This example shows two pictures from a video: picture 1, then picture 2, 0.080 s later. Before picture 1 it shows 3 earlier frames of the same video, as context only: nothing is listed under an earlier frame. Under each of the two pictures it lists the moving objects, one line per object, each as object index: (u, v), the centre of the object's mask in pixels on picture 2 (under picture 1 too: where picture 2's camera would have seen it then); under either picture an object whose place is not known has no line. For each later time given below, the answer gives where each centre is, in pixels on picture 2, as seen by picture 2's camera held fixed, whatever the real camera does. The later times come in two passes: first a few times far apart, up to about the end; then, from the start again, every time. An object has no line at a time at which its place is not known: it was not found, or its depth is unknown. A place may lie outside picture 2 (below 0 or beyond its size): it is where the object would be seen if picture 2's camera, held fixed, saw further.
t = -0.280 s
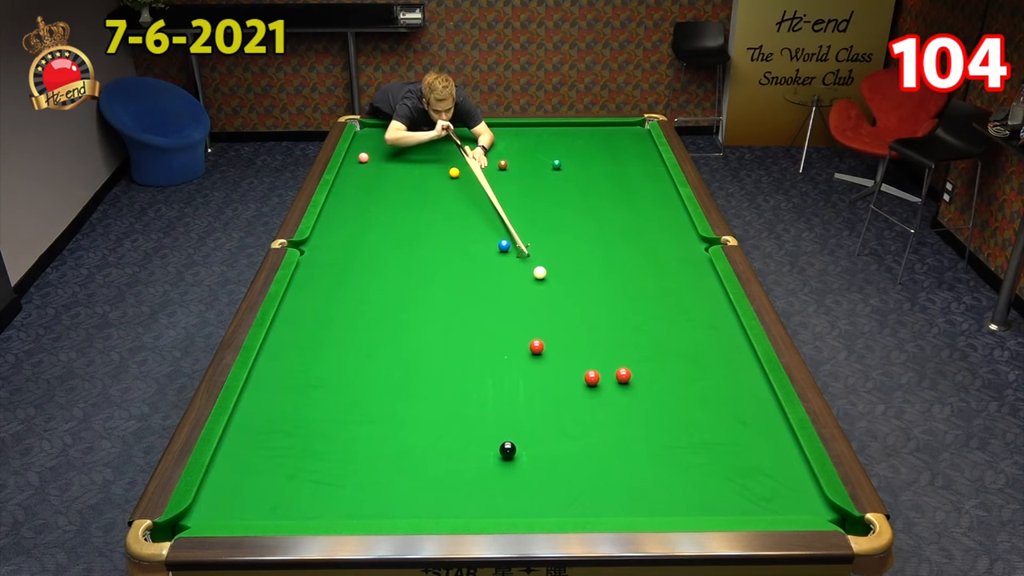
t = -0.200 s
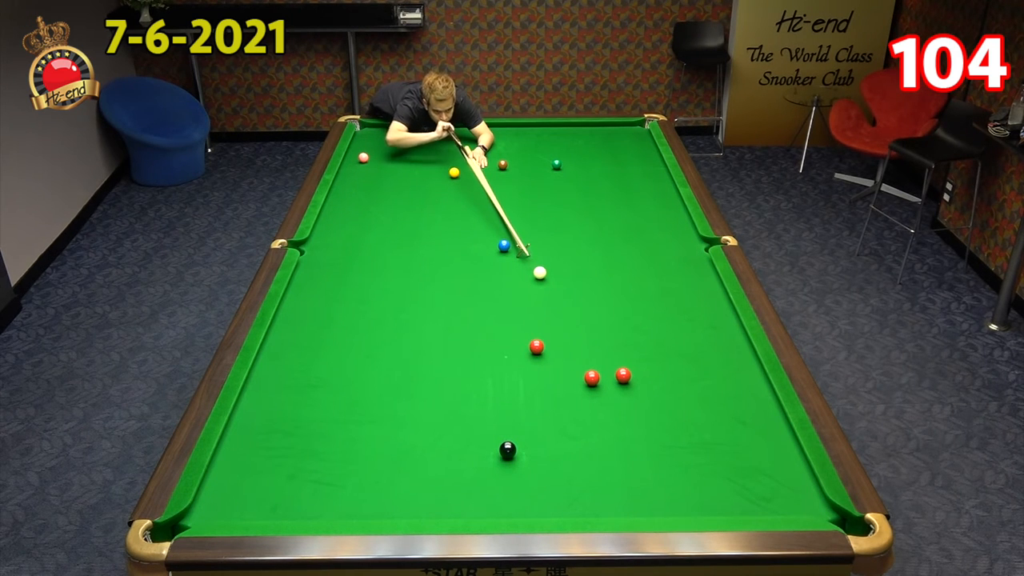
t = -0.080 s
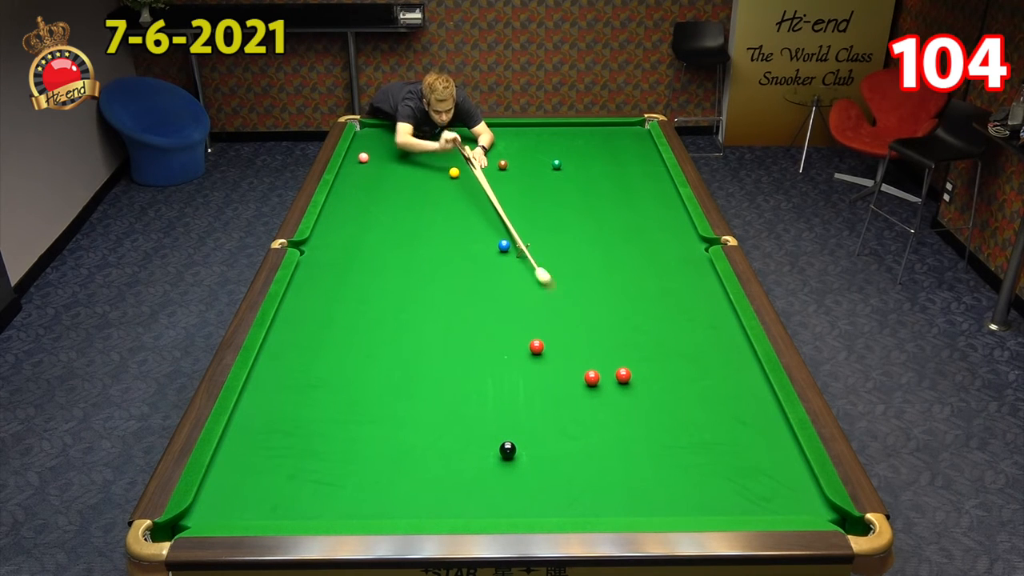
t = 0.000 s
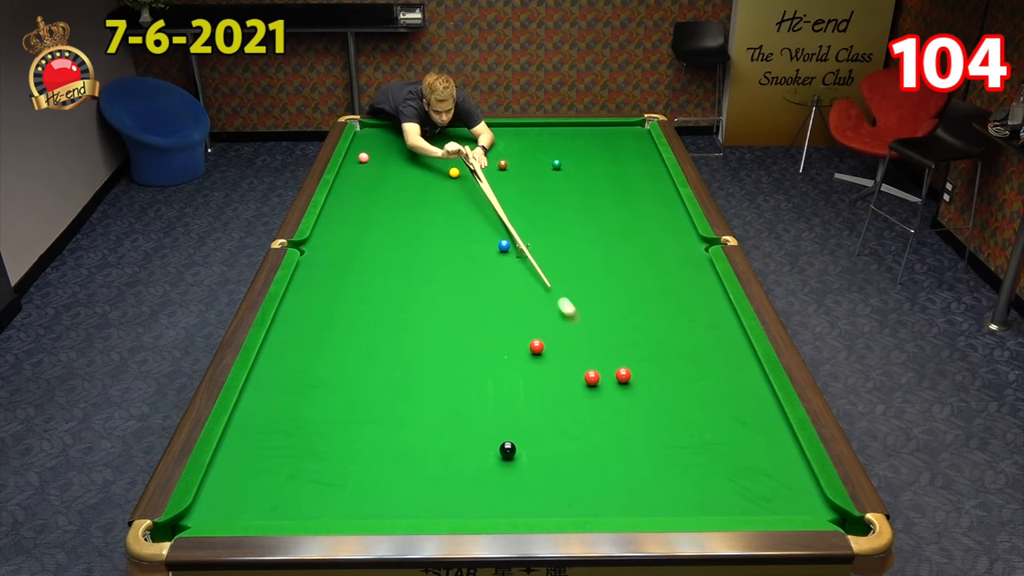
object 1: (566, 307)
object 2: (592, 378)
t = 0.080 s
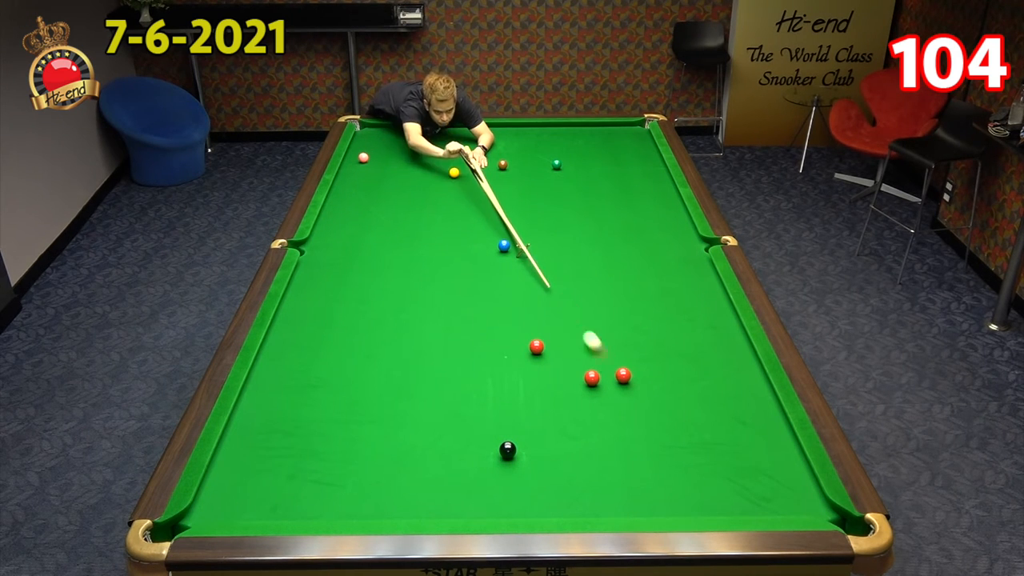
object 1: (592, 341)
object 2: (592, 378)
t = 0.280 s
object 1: (606, 377)
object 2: (576, 384)
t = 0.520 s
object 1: (609, 386)
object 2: (544, 398)
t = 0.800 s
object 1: (611, 398)
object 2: (508, 413)
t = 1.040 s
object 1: (613, 407)
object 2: (477, 427)
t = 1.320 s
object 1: (615, 417)
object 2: (441, 442)
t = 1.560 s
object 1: (616, 425)
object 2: (410, 456)
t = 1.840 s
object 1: (616, 433)
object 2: (374, 471)
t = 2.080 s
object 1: (617, 440)
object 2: (344, 484)
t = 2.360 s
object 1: (616, 446)
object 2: (308, 500)
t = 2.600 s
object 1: (616, 450)
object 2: (279, 511)
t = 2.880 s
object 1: (616, 454)
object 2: (252, 513)
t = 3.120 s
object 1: (616, 457)
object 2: (235, 509)
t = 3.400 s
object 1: (616, 459)
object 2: (217, 504)
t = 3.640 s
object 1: (615, 460)
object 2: (204, 499)
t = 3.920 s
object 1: (615, 460)
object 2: (211, 496)
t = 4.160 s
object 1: (615, 460)
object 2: (218, 494)
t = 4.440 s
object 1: (615, 460)
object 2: (225, 492)
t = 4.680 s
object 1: (615, 460)
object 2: (228, 492)
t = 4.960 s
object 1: (615, 460)
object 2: (231, 491)
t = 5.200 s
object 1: (615, 460)
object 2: (231, 491)
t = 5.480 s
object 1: (615, 460)
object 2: (231, 491)
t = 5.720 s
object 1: (615, 460)
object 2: (231, 491)
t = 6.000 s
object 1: (615, 460)
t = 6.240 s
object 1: (615, 460)
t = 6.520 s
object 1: (615, 460)
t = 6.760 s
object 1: (615, 460)
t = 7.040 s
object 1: (615, 460)
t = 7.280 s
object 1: (615, 460)
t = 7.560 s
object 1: (615, 460)
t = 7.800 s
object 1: (615, 460)
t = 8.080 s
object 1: (615, 460)
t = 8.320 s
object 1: (615, 460)
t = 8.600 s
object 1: (615, 460)
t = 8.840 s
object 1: (615, 460)
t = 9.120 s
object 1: (615, 460)
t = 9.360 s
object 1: (615, 460)
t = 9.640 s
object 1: (615, 460)
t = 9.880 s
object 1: (615, 460)
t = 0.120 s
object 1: (605, 359)
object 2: (592, 377)
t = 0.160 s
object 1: (609, 370)
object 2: (592, 378)
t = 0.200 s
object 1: (605, 373)
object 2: (589, 379)
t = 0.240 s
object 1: (605, 375)
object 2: (582, 382)
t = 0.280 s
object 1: (606, 377)
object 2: (576, 384)
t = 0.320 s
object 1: (606, 378)
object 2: (570, 387)
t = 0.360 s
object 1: (607, 380)
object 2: (565, 389)
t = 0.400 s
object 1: (607, 381)
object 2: (560, 391)
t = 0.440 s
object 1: (608, 383)
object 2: (555, 393)
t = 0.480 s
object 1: (608, 385)
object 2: (549, 395)
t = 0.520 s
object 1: (609, 386)
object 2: (544, 398)
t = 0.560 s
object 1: (609, 388)
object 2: (539, 400)
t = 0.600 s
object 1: (609, 390)
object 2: (534, 402)
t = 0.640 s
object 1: (610, 392)
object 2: (529, 404)
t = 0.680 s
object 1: (610, 393)
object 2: (524, 407)
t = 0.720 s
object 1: (611, 395)
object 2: (519, 409)
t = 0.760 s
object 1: (611, 396)
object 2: (514, 411)
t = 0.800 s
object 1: (611, 398)
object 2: (508, 413)
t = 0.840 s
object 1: (612, 399)
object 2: (503, 416)
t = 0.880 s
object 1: (612, 401)
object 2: (498, 418)
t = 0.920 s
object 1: (612, 403)
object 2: (493, 420)
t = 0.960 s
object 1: (613, 404)
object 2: (488, 422)
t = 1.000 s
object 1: (613, 406)
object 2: (483, 424)
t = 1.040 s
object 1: (613, 407)
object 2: (477, 427)
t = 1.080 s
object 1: (613, 409)
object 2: (472, 429)
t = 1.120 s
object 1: (613, 410)
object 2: (467, 431)
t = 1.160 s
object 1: (614, 411)
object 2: (462, 433)
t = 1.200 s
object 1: (614, 413)
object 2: (457, 436)
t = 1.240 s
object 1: (614, 414)
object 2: (451, 438)
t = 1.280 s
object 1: (614, 416)
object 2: (446, 440)
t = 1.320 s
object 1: (615, 417)
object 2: (441, 442)
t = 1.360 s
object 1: (615, 418)
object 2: (436, 445)
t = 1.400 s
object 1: (615, 420)
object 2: (431, 447)
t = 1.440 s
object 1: (615, 421)
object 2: (426, 449)
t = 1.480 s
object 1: (615, 423)
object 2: (420, 451)
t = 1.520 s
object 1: (615, 424)
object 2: (415, 454)
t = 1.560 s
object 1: (616, 425)
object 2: (410, 456)
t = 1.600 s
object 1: (616, 426)
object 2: (405, 458)
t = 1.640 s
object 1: (616, 427)
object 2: (400, 460)
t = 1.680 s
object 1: (616, 429)
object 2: (395, 463)
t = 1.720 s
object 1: (616, 430)
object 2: (389, 465)
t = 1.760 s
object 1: (616, 431)
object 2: (384, 467)
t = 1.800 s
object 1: (616, 432)
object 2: (379, 469)
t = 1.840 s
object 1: (616, 433)
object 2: (374, 471)
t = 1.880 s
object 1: (616, 434)
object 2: (369, 474)
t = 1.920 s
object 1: (616, 435)
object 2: (364, 476)
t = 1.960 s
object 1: (616, 436)
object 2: (359, 478)
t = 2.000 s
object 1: (616, 437)
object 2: (354, 480)
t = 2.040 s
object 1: (616, 439)
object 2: (349, 482)
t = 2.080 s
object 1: (617, 440)
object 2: (344, 484)
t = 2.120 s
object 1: (617, 440)
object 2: (338, 487)
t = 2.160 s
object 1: (617, 441)
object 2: (333, 489)
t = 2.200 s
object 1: (617, 442)
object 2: (328, 491)
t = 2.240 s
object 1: (617, 443)
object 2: (323, 493)
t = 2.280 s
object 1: (617, 444)
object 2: (318, 495)
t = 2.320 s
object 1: (617, 445)
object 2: (313, 497)
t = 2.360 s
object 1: (616, 446)
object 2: (308, 500)
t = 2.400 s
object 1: (616, 447)
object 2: (303, 502)
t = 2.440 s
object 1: (617, 447)
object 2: (298, 504)
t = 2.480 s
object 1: (616, 448)
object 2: (293, 506)
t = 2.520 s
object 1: (616, 449)
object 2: (288, 508)
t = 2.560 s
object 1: (616, 450)
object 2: (283, 510)
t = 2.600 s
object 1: (616, 450)
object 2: (279, 511)
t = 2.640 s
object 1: (616, 451)
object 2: (274, 512)
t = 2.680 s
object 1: (616, 451)
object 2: (269, 513)
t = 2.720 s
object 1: (616, 452)
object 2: (264, 514)
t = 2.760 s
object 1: (616, 453)
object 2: (261, 514)
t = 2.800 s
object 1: (616, 453)
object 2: (257, 514)
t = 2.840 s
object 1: (616, 454)
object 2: (255, 513)
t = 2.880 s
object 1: (616, 454)
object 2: (252, 513)
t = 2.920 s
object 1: (616, 455)
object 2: (249, 512)
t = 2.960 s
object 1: (616, 456)
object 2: (246, 511)
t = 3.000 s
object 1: (616, 456)
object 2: (243, 511)
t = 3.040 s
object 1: (616, 456)
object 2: (240, 511)
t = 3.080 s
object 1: (616, 457)
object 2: (238, 510)
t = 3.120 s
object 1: (616, 457)
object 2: (235, 509)
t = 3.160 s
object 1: (616, 457)
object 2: (232, 509)
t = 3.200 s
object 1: (616, 458)
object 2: (230, 508)
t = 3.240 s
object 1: (616, 458)
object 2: (227, 507)
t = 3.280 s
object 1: (616, 458)
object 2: (225, 506)
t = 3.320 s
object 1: (616, 459)
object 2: (222, 505)
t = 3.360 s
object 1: (616, 459)
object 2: (220, 505)
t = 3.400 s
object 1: (616, 459)
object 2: (217, 504)
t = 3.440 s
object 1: (615, 459)
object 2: (215, 503)
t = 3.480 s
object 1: (615, 459)
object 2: (213, 502)
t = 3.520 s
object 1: (615, 460)
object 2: (210, 502)
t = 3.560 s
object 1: (615, 460)
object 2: (208, 501)
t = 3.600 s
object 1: (615, 460)
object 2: (206, 500)
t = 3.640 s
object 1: (615, 460)
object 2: (204, 499)
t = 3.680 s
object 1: (615, 460)
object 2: (203, 499)
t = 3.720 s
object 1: (615, 460)
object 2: (204, 498)
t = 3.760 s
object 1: (615, 460)
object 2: (206, 498)
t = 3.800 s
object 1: (615, 460)
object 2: (207, 497)
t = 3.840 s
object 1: (615, 460)
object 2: (209, 497)
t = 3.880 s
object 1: (615, 460)
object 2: (210, 497)
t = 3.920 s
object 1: (615, 460)
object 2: (211, 496)
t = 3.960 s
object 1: (615, 460)
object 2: (213, 496)
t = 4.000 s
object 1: (615, 460)
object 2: (214, 495)
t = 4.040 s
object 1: (615, 460)
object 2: (215, 495)
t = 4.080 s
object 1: (615, 460)
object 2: (216, 495)
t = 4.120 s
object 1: (615, 460)
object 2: (217, 494)
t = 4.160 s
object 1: (615, 460)
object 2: (218, 494)
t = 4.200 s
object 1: (615, 460)
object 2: (219, 494)
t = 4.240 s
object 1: (615, 460)
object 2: (220, 493)
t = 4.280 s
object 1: (615, 460)
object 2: (221, 493)
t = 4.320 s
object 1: (615, 460)
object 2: (222, 493)
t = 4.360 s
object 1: (615, 460)
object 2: (223, 493)
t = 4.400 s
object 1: (615, 460)
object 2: (224, 493)
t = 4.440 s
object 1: (615, 460)
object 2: (225, 492)
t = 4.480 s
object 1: (615, 460)
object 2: (225, 492)
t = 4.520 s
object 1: (615, 460)
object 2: (226, 492)
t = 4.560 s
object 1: (615, 460)
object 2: (227, 492)
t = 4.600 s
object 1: (615, 460)
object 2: (227, 492)
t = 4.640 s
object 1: (615, 460)
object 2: (228, 492)
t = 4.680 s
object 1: (615, 460)
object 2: (228, 492)
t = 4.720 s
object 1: (615, 460)
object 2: (228, 491)
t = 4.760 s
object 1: (615, 460)
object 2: (229, 491)
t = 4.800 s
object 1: (615, 460)
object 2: (229, 491)
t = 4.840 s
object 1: (615, 460)
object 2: (229, 491)
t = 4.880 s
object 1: (615, 460)
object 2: (230, 491)
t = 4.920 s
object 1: (615, 460)
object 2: (230, 491)
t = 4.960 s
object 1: (615, 460)
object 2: (231, 491)
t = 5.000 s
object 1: (615, 460)
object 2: (231, 491)
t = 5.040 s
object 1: (615, 460)
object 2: (231, 491)
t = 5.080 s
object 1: (615, 460)
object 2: (231, 491)
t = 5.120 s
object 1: (615, 460)
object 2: (231, 491)
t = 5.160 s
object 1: (615, 460)
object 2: (231, 491)
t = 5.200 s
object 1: (615, 460)
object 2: (231, 491)
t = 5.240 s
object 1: (615, 460)
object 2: (231, 491)
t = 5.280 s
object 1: (615, 460)
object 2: (231, 491)
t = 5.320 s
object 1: (615, 460)
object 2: (231, 491)
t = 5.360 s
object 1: (615, 460)
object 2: (231, 491)
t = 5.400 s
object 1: (615, 460)
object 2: (231, 491)
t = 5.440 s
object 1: (615, 460)
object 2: (231, 491)
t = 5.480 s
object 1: (615, 460)
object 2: (231, 491)
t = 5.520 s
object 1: (615, 460)
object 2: (231, 491)
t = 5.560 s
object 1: (615, 460)
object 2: (231, 491)
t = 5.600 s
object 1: (615, 460)
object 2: (231, 491)
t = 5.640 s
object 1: (615, 460)
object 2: (231, 491)
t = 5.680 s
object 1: (615, 460)
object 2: (231, 491)
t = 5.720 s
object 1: (615, 460)
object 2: (231, 491)
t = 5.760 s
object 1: (615, 460)
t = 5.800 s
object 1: (615, 460)
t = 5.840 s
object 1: (615, 460)
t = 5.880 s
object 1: (615, 460)
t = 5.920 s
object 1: (615, 460)
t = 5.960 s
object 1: (615, 460)
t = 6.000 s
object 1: (615, 460)
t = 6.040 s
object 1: (615, 460)
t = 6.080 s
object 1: (615, 460)
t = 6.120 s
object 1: (615, 460)
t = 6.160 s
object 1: (615, 460)
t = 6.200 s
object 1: (615, 460)
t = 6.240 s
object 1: (615, 460)
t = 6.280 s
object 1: (615, 460)
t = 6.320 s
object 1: (615, 460)
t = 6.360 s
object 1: (615, 460)
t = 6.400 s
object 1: (615, 460)
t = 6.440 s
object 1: (615, 460)
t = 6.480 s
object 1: (615, 460)
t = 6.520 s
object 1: (615, 460)
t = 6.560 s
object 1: (615, 460)
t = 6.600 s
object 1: (615, 460)
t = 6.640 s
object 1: (615, 460)
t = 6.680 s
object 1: (615, 460)
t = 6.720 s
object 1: (615, 460)
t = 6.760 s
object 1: (615, 460)
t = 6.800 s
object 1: (615, 460)
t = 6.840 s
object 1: (615, 460)
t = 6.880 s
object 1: (615, 460)
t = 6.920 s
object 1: (615, 460)
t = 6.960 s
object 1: (615, 460)
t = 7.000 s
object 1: (615, 460)
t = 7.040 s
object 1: (615, 460)
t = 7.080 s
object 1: (615, 460)
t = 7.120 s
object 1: (615, 460)
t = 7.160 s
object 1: (615, 460)
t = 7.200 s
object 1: (615, 460)
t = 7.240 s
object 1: (615, 460)
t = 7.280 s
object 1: (615, 460)
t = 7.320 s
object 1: (615, 460)
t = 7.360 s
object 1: (615, 460)
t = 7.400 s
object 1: (615, 460)
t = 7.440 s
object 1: (615, 460)
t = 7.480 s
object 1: (615, 460)
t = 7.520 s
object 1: (615, 460)
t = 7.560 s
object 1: (615, 460)
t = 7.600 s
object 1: (615, 460)
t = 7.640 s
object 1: (615, 460)
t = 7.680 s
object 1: (615, 460)
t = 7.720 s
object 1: (615, 460)
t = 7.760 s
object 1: (615, 460)
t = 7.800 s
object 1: (615, 460)
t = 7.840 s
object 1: (615, 460)
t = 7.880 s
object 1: (615, 460)
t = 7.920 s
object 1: (615, 460)
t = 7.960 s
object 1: (615, 460)
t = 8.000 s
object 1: (615, 460)
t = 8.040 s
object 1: (615, 460)
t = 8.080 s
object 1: (615, 460)
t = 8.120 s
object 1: (615, 460)
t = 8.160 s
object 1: (615, 460)
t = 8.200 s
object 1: (615, 460)
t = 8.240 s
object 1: (615, 460)
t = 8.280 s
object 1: (615, 460)
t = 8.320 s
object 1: (615, 460)
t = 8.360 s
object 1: (615, 460)
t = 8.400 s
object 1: (615, 460)
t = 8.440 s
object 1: (615, 460)
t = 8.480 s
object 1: (615, 460)
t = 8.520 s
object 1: (615, 460)
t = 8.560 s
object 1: (615, 460)
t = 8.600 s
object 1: (615, 460)
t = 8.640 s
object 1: (615, 460)
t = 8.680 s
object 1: (615, 460)
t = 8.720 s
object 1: (615, 460)
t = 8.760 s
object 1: (615, 460)
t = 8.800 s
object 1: (615, 460)
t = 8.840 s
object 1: (615, 460)
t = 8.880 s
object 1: (615, 460)
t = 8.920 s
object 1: (615, 460)
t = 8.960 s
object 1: (615, 460)
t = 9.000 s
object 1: (615, 460)
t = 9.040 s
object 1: (615, 460)
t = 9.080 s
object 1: (615, 460)
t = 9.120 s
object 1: (615, 460)
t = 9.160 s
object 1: (615, 460)
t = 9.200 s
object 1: (615, 460)
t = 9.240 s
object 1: (615, 460)
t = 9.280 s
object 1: (615, 460)
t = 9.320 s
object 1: (615, 460)
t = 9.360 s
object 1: (615, 460)
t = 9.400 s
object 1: (615, 460)
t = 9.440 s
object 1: (615, 460)
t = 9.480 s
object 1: (615, 460)
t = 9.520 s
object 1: (615, 460)
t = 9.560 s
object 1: (615, 460)
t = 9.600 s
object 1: (615, 460)
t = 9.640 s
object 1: (615, 460)
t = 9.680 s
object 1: (615, 460)
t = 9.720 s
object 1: (615, 460)
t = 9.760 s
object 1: (615, 460)
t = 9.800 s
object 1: (615, 460)
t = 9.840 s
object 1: (615, 460)
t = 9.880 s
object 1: (615, 460)
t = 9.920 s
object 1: (615, 460)
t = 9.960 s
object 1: (615, 460)
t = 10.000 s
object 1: (615, 460)
